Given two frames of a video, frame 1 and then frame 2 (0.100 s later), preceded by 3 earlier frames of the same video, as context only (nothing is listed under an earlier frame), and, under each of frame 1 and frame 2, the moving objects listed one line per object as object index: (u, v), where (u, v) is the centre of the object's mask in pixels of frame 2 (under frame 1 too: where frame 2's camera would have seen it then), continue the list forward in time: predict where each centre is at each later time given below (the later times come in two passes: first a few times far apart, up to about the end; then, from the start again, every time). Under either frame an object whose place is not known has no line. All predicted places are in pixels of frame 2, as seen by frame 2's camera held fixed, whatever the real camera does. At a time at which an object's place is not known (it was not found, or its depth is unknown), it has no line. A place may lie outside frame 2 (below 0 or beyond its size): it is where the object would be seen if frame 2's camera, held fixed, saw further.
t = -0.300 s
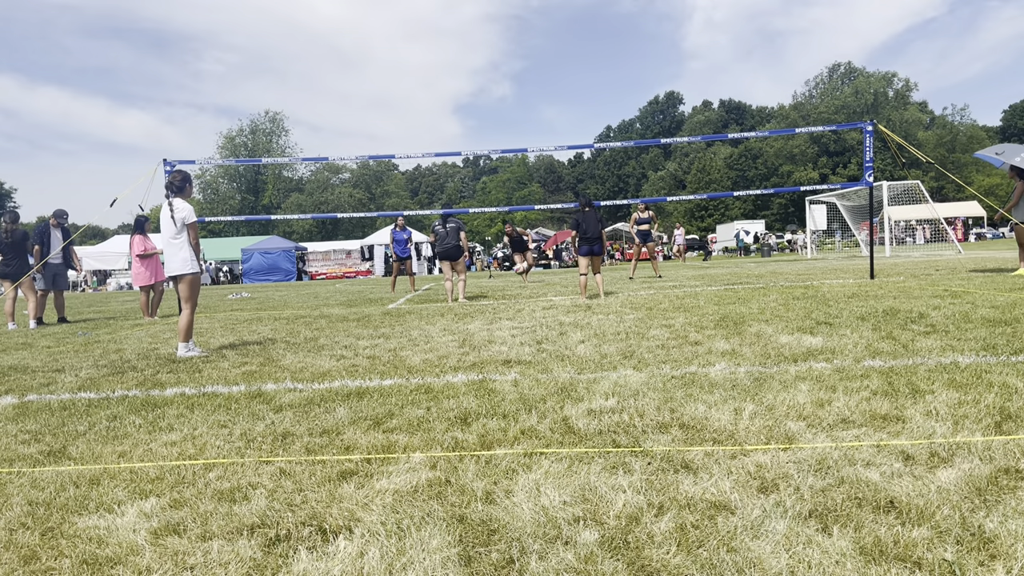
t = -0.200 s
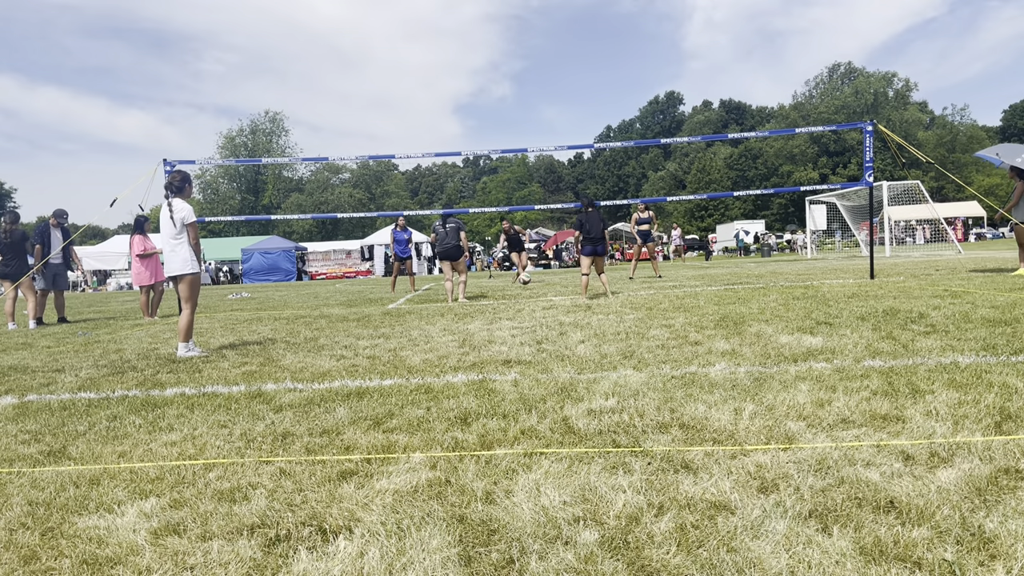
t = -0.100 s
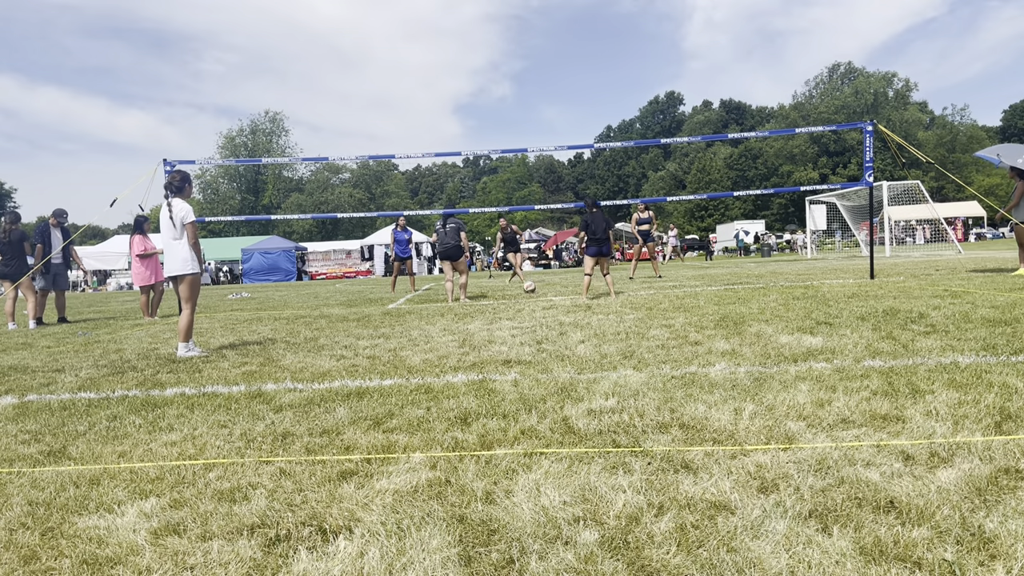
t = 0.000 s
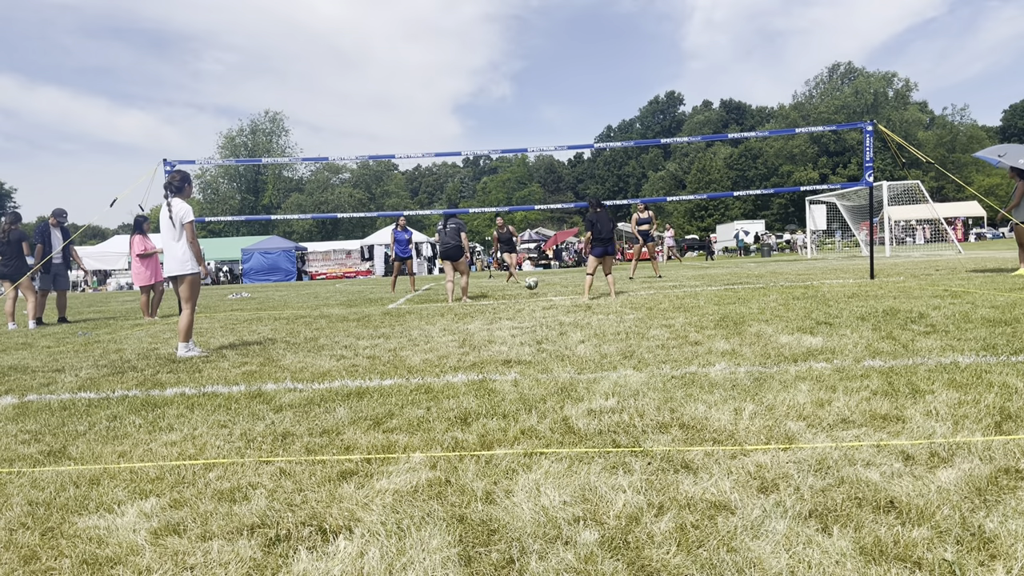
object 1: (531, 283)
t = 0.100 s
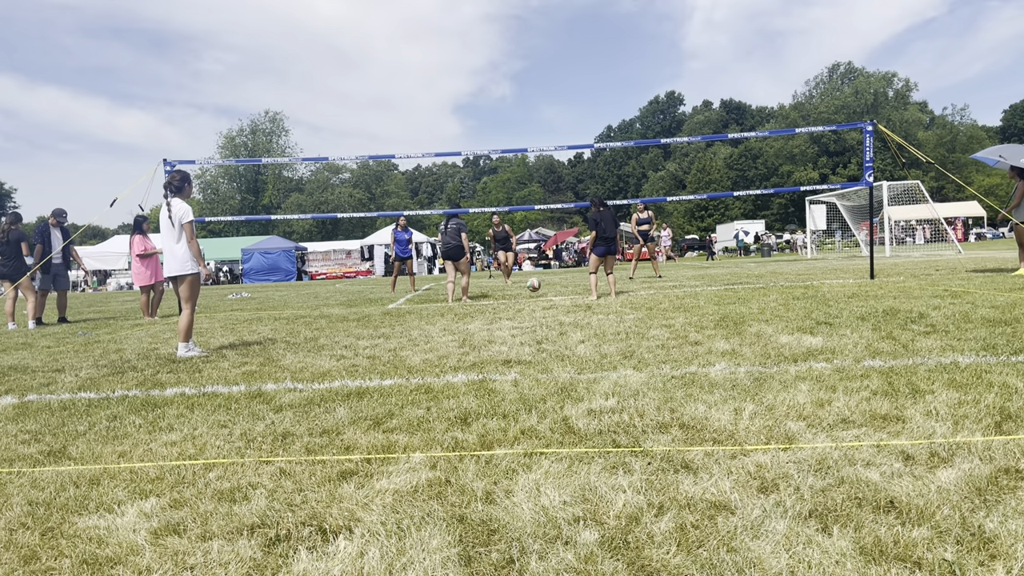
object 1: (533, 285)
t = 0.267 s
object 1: (538, 294)
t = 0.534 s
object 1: (544, 301)
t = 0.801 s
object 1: (552, 306)
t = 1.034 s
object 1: (562, 309)
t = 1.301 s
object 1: (574, 317)
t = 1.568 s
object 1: (590, 327)
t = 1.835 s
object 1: (609, 335)
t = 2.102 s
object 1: (633, 348)
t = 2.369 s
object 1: (668, 373)
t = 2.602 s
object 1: (705, 397)
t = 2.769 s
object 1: (731, 411)
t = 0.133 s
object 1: (535, 287)
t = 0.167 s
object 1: (536, 290)
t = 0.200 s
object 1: (537, 293)
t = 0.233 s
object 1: (538, 294)
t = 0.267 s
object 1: (538, 294)
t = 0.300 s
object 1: (539, 293)
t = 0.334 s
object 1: (539, 291)
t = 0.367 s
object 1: (540, 291)
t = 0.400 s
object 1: (541, 292)
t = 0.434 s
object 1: (541, 293)
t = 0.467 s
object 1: (542, 295)
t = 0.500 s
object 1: (543, 297)
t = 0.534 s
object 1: (544, 301)
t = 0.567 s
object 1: (545, 300)
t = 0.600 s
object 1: (545, 299)
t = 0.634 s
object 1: (546, 298)
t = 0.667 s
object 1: (547, 298)
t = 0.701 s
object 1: (548, 299)
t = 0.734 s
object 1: (550, 301)
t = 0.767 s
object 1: (552, 303)
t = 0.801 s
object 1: (552, 306)
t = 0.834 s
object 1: (554, 306)
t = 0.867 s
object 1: (555, 304)
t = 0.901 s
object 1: (556, 304)
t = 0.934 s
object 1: (558, 305)
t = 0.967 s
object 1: (559, 306)
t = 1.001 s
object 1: (560, 308)
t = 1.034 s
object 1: (562, 309)
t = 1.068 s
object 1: (564, 311)
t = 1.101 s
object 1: (565, 312)
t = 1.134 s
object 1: (567, 311)
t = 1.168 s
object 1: (567, 311)
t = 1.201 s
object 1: (568, 312)
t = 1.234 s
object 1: (570, 314)
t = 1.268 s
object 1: (572, 316)
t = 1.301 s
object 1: (574, 317)
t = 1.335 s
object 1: (576, 318)
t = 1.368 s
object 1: (577, 319)
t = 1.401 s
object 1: (579, 318)
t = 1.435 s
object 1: (581, 319)
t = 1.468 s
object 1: (582, 321)
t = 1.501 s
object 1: (585, 322)
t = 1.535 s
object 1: (588, 325)
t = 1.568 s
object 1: (590, 327)
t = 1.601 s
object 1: (592, 328)
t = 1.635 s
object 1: (594, 329)
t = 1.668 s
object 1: (596, 330)
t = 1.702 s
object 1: (600, 331)
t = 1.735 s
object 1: (602, 332)
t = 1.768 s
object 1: (605, 334)
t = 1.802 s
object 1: (607, 335)
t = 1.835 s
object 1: (609, 335)
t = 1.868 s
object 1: (612, 334)
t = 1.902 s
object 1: (614, 336)
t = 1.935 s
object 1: (617, 338)
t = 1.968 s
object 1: (620, 342)
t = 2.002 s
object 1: (624, 347)
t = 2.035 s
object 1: (627, 348)
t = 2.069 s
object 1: (630, 347)
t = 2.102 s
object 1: (633, 348)
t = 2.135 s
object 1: (637, 350)
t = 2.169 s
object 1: (642, 354)
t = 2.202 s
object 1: (646, 360)
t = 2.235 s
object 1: (650, 362)
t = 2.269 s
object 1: (654, 363)
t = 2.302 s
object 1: (658, 365)
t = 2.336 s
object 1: (663, 368)
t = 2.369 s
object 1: (668, 373)
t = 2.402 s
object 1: (674, 377)
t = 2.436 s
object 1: (679, 381)
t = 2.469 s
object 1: (684, 382)
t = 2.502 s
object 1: (689, 385)
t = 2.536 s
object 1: (694, 388)
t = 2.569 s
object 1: (699, 392)
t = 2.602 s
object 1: (705, 397)
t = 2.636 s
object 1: (711, 401)
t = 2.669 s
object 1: (716, 402)
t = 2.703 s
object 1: (720, 403)
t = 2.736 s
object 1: (725, 406)
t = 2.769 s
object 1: (731, 411)
